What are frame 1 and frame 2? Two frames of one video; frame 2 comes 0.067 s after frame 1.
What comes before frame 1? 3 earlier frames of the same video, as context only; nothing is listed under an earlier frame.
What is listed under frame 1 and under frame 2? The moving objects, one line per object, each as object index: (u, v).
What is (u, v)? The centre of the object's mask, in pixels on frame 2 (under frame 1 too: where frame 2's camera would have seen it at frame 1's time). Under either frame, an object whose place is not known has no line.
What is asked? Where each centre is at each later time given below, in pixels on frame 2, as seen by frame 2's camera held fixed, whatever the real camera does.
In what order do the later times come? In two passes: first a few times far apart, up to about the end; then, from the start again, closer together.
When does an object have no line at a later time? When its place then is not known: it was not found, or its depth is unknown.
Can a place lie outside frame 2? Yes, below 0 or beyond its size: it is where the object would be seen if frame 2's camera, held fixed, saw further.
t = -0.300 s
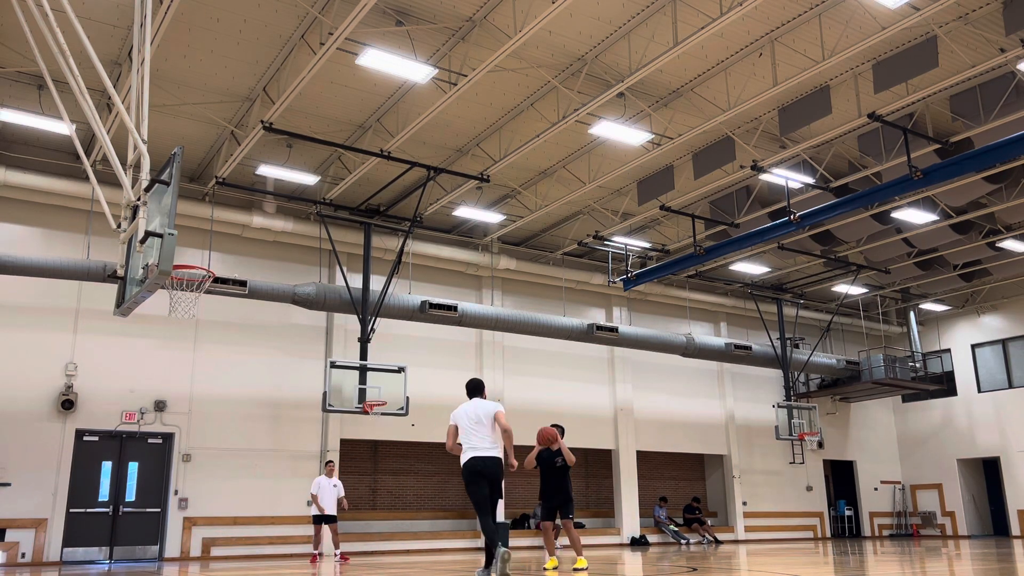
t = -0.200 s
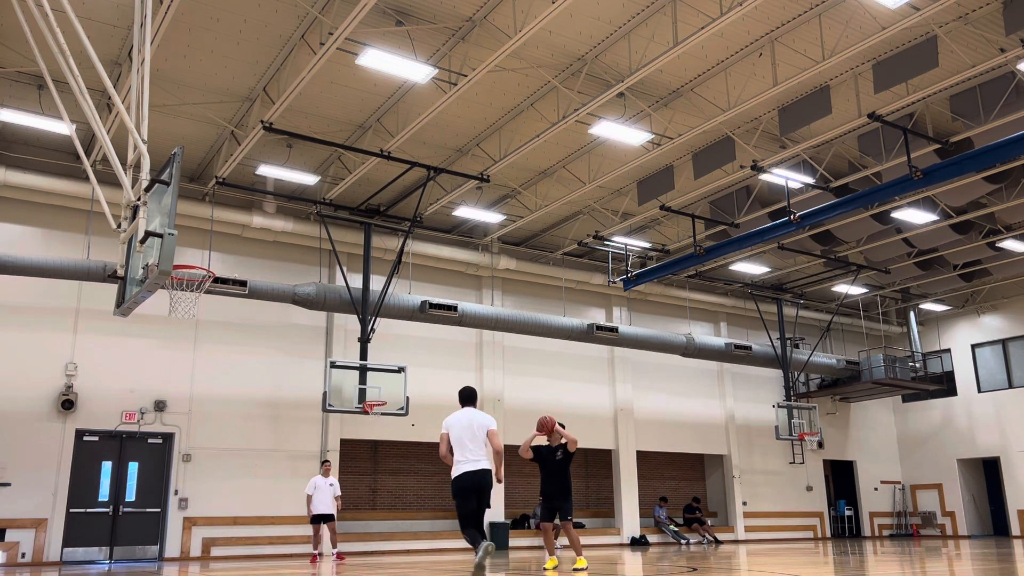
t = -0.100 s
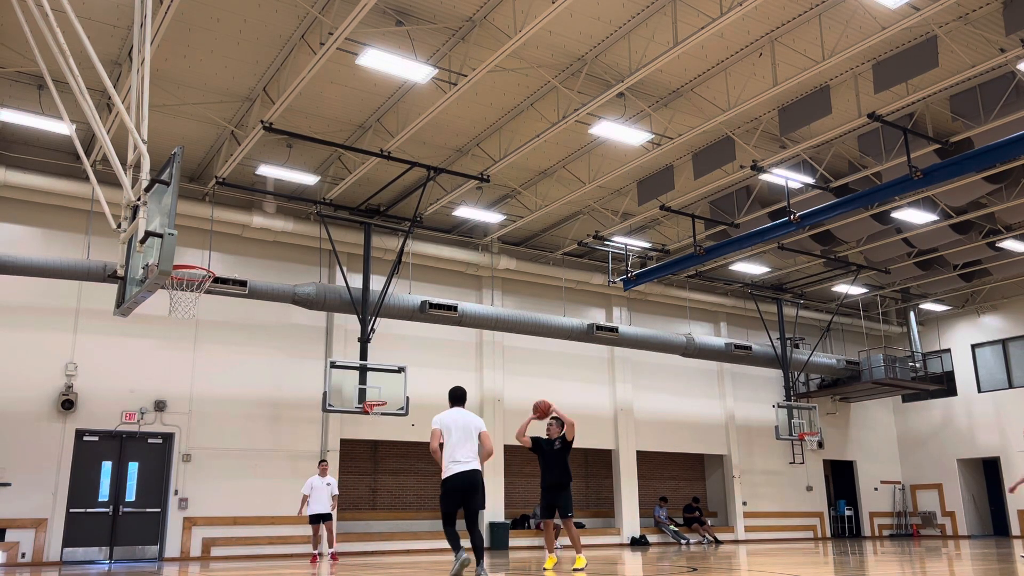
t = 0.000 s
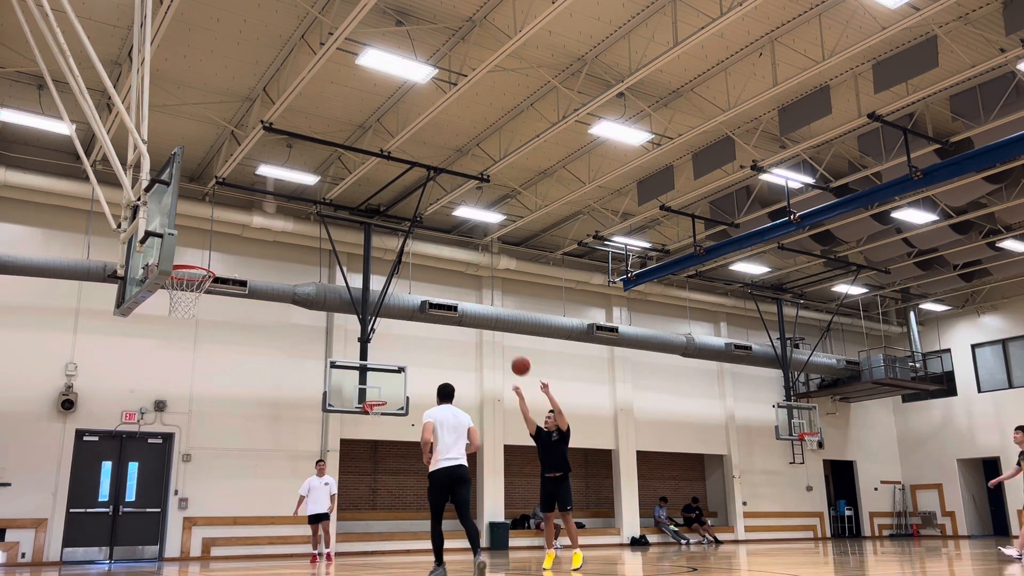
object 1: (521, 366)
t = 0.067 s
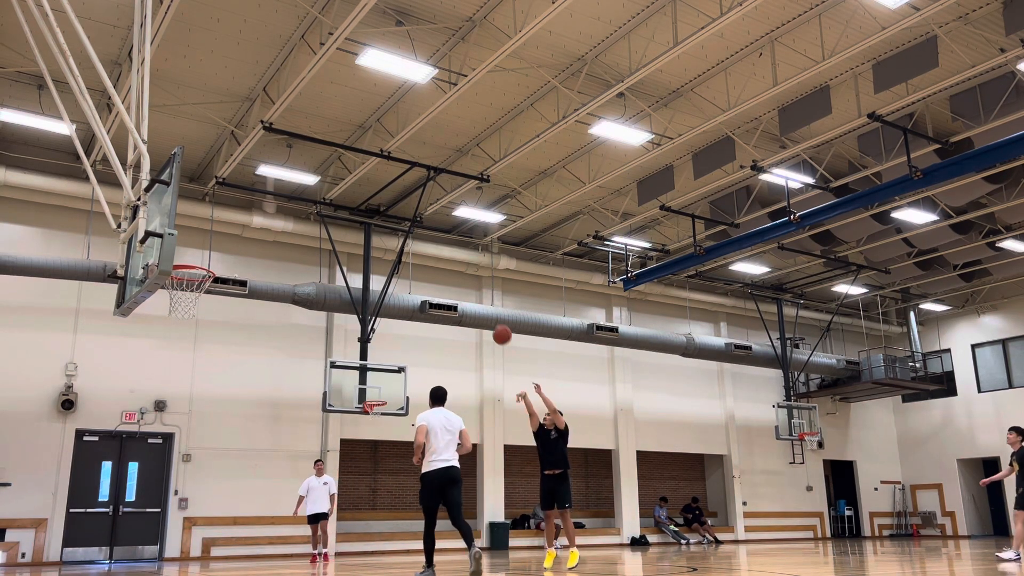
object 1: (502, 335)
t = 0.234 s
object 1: (455, 272)
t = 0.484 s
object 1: (380, 213)
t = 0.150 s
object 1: (479, 300)
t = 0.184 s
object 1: (469, 290)
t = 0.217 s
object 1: (459, 278)
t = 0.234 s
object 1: (455, 272)
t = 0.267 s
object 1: (445, 261)
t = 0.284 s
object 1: (441, 257)
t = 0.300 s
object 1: (436, 252)
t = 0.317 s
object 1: (430, 248)
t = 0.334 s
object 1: (425, 243)
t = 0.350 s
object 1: (421, 239)
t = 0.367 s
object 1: (416, 235)
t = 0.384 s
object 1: (411, 231)
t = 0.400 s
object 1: (406, 228)
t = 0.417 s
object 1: (401, 225)
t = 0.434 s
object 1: (396, 222)
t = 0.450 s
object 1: (391, 219)
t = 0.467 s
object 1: (386, 216)
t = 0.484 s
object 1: (380, 213)
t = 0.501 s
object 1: (375, 211)
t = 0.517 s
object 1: (370, 209)
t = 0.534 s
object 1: (365, 208)
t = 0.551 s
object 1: (360, 206)
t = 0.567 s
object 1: (354, 205)
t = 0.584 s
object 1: (348, 203)
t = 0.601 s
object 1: (343, 203)
